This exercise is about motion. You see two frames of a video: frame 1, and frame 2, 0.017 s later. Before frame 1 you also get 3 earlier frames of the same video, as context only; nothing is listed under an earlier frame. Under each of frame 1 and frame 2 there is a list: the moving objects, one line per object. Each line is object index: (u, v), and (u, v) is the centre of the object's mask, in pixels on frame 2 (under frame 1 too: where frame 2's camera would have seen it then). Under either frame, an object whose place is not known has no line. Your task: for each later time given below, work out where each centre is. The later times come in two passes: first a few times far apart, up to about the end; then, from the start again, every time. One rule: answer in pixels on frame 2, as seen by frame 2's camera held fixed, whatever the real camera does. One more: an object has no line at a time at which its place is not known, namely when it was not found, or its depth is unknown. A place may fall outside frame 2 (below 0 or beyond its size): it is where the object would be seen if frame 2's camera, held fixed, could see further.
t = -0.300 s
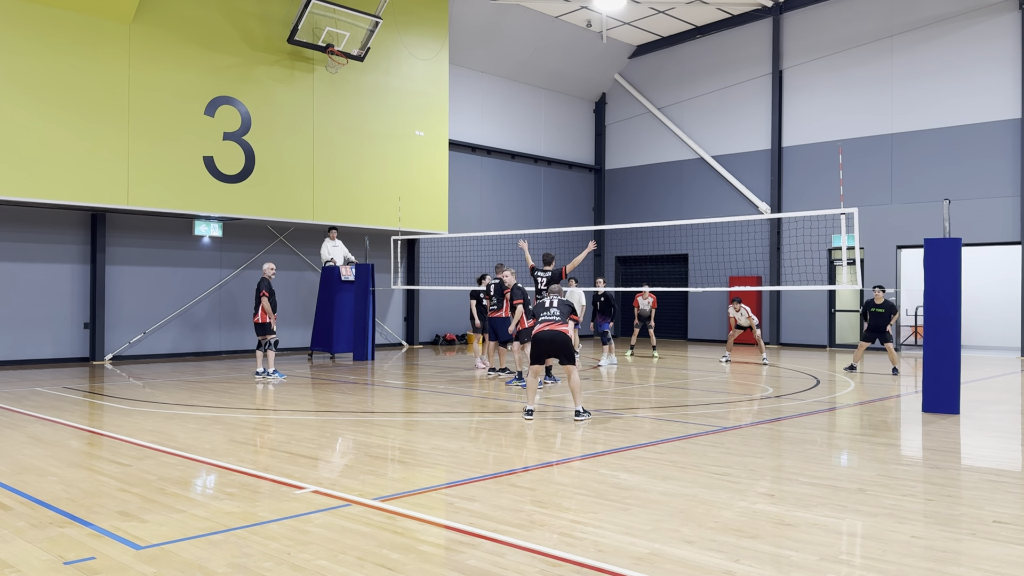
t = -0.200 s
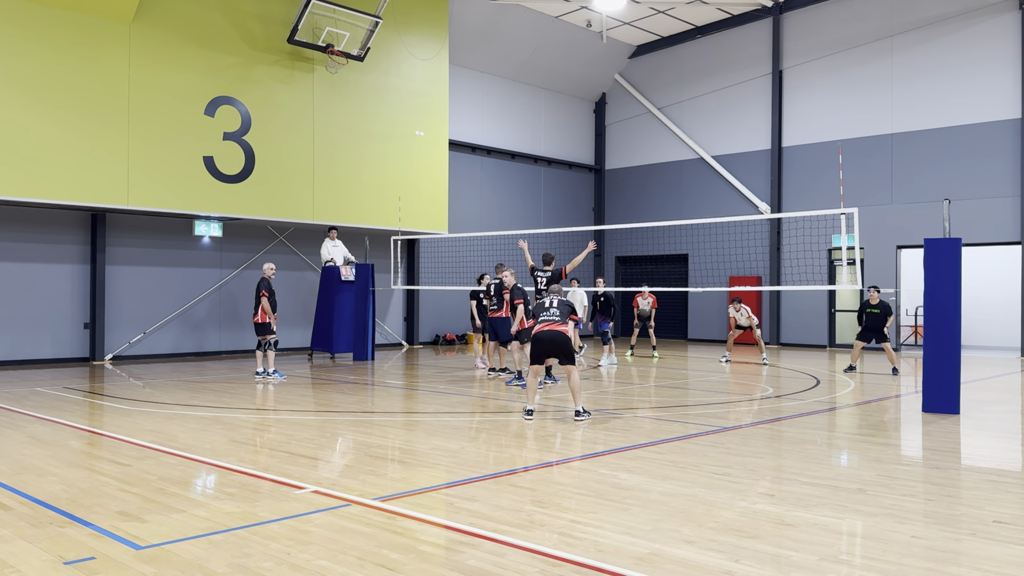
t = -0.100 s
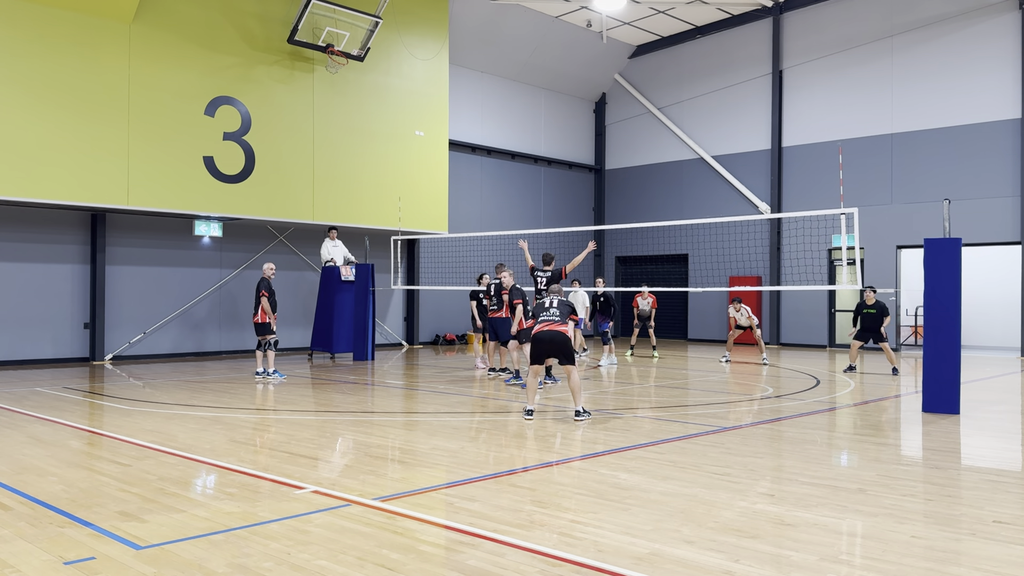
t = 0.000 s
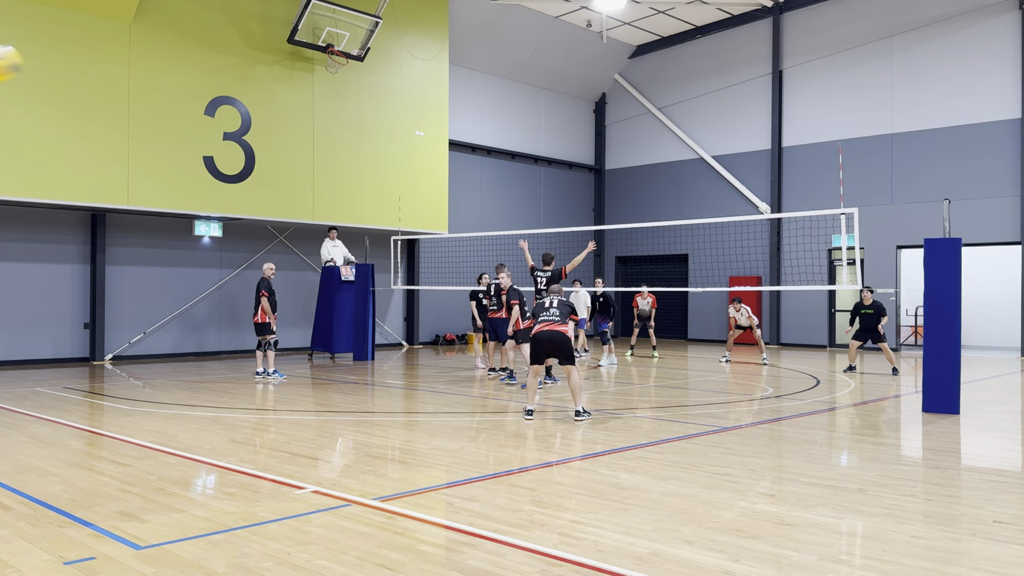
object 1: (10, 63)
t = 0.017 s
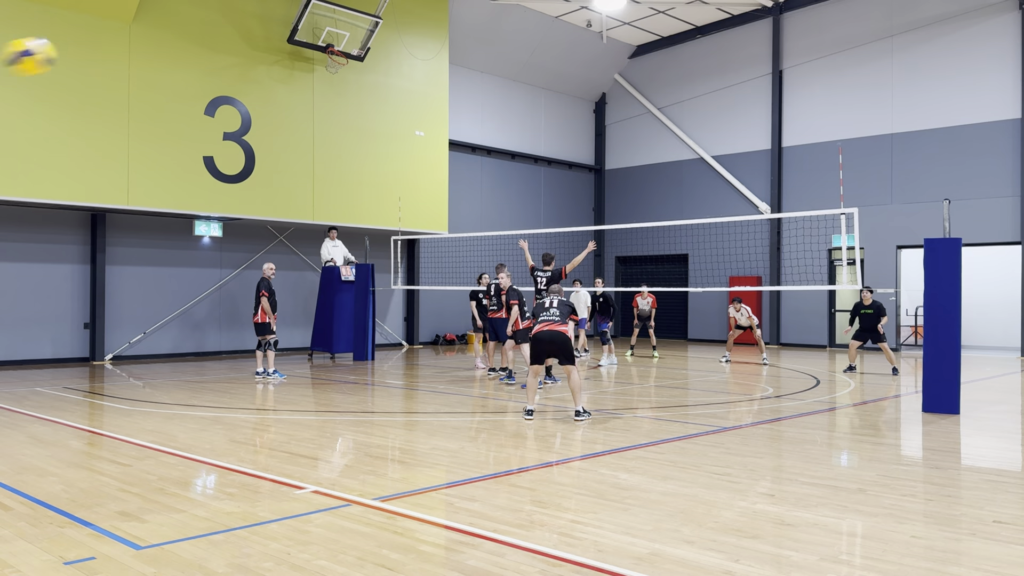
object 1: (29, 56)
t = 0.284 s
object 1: (375, 20)
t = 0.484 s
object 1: (492, 46)
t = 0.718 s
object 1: (575, 100)
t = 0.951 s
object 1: (628, 163)
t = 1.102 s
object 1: (656, 206)
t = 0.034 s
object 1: (63, 50)
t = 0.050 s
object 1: (94, 44)
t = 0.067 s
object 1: (124, 38)
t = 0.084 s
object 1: (151, 34)
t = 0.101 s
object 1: (176, 30)
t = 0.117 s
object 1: (200, 27)
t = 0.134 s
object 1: (223, 25)
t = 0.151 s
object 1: (244, 22)
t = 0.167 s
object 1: (264, 21)
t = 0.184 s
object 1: (282, 20)
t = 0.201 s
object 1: (300, 18)
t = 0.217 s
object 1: (318, 18)
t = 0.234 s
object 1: (333, 18)
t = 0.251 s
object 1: (347, 19)
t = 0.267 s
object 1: (362, 20)
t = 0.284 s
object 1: (375, 20)
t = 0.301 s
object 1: (388, 21)
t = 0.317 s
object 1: (399, 23)
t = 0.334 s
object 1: (410, 24)
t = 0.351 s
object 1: (421, 26)
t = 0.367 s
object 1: (432, 28)
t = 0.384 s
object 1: (441, 30)
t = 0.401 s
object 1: (451, 32)
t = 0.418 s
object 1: (460, 34)
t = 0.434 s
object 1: (468, 37)
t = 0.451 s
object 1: (476, 40)
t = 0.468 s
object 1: (485, 42)
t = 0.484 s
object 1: (492, 46)
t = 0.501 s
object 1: (500, 49)
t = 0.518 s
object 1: (507, 52)
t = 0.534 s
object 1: (514, 55)
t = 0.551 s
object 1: (520, 59)
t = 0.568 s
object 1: (527, 63)
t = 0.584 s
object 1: (533, 66)
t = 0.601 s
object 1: (539, 70)
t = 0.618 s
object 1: (544, 74)
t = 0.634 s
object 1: (550, 79)
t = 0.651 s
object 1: (555, 83)
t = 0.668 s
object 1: (561, 87)
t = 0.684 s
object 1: (565, 91)
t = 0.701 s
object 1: (570, 95)
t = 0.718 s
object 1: (575, 100)
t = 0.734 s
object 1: (580, 104)
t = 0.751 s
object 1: (584, 109)
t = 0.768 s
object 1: (588, 113)
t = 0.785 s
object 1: (592, 118)
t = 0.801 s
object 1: (596, 123)
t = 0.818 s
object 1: (600, 127)
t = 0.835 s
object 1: (604, 131)
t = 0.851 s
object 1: (607, 136)
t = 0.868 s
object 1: (611, 140)
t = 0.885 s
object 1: (615, 145)
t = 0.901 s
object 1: (618, 149)
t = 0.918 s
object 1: (622, 154)
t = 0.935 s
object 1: (625, 159)
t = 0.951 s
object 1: (628, 163)
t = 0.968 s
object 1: (631, 168)
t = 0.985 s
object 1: (634, 173)
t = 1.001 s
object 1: (638, 177)
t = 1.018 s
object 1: (641, 182)
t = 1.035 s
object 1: (643, 187)
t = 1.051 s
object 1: (647, 192)
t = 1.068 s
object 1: (650, 197)
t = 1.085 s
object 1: (653, 202)
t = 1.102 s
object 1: (656, 206)
